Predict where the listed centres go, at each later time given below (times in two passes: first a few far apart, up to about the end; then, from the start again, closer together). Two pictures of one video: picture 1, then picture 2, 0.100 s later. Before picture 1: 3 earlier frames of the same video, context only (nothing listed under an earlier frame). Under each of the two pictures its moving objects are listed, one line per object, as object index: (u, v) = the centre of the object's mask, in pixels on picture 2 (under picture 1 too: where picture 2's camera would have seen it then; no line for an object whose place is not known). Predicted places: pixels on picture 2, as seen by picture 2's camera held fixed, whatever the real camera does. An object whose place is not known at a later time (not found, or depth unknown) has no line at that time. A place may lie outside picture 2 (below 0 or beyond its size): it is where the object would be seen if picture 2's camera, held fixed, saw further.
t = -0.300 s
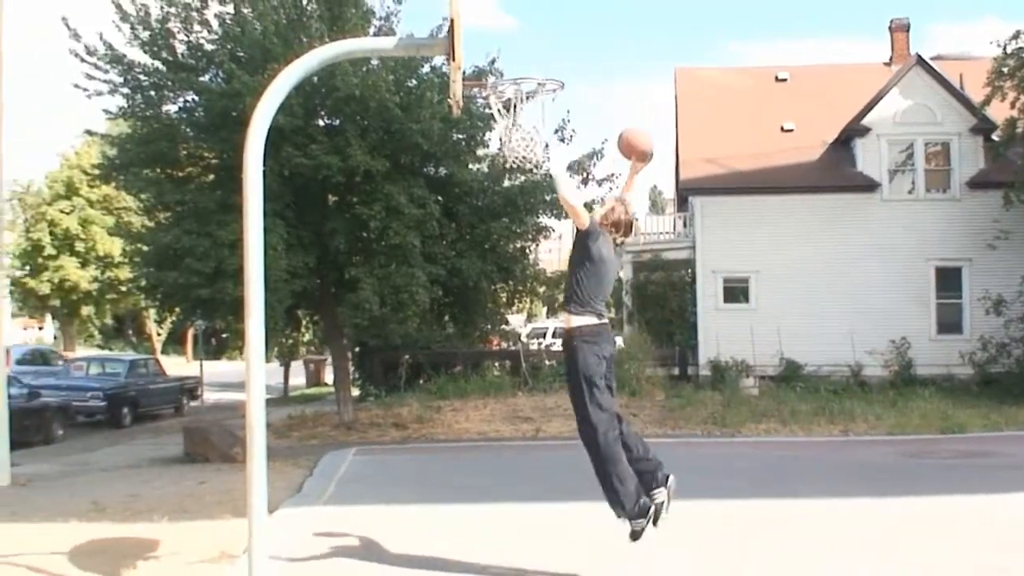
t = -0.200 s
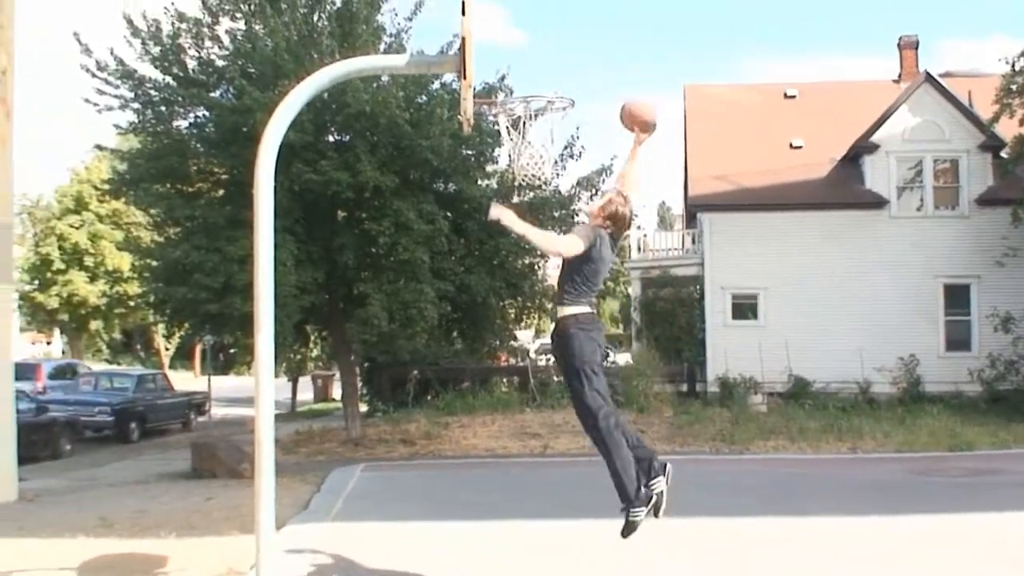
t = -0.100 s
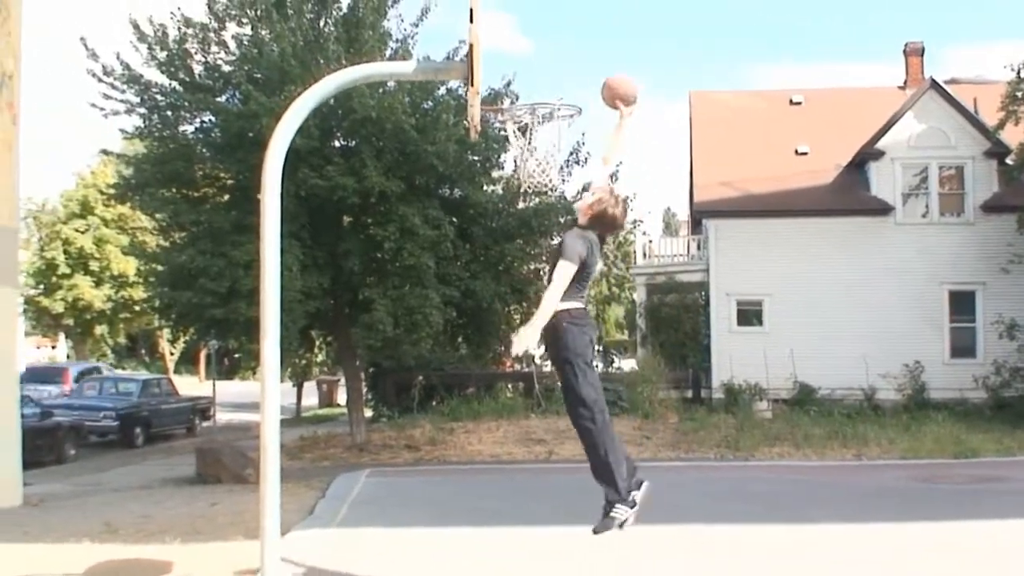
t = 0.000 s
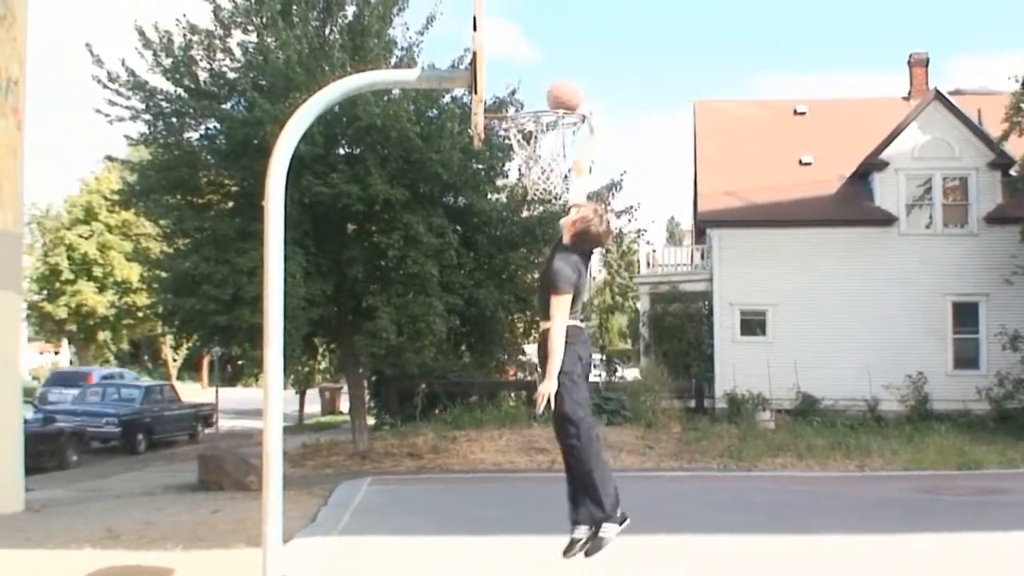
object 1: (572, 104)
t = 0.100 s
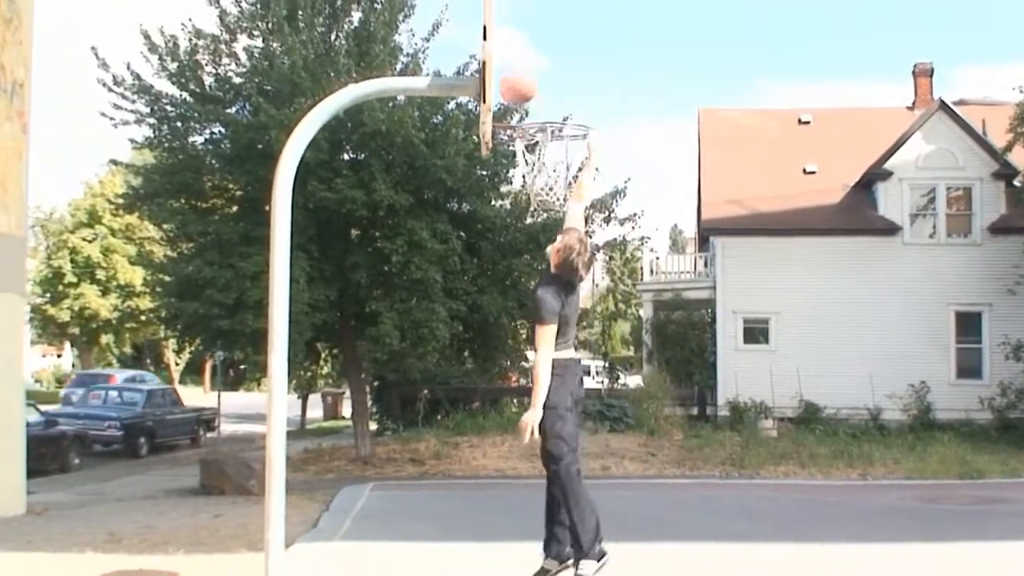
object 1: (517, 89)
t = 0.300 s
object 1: (517, 20)
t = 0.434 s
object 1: (520, 13)
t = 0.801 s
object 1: (533, 101)
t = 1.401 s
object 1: (592, 147)
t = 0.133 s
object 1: (513, 73)
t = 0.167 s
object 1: (512, 60)
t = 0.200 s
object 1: (513, 47)
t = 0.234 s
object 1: (516, 35)
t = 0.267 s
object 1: (517, 27)
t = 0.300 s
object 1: (517, 20)
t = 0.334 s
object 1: (519, 15)
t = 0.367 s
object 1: (520, 13)
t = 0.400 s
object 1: (521, 11)
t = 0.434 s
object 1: (520, 13)
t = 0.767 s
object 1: (538, 106)
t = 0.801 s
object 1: (533, 101)
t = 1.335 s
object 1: (584, 106)
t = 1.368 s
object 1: (592, 128)
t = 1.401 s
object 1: (592, 147)
